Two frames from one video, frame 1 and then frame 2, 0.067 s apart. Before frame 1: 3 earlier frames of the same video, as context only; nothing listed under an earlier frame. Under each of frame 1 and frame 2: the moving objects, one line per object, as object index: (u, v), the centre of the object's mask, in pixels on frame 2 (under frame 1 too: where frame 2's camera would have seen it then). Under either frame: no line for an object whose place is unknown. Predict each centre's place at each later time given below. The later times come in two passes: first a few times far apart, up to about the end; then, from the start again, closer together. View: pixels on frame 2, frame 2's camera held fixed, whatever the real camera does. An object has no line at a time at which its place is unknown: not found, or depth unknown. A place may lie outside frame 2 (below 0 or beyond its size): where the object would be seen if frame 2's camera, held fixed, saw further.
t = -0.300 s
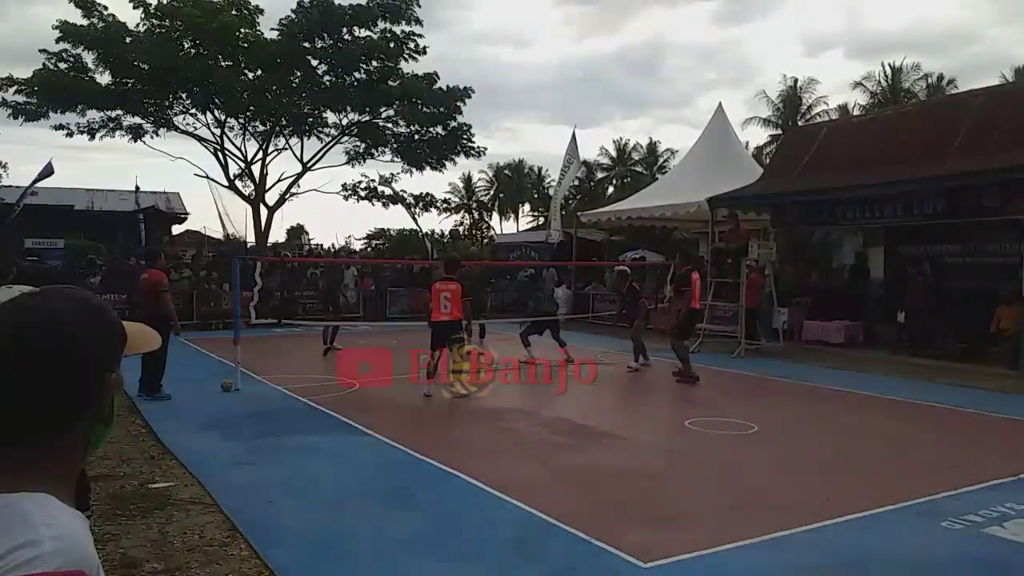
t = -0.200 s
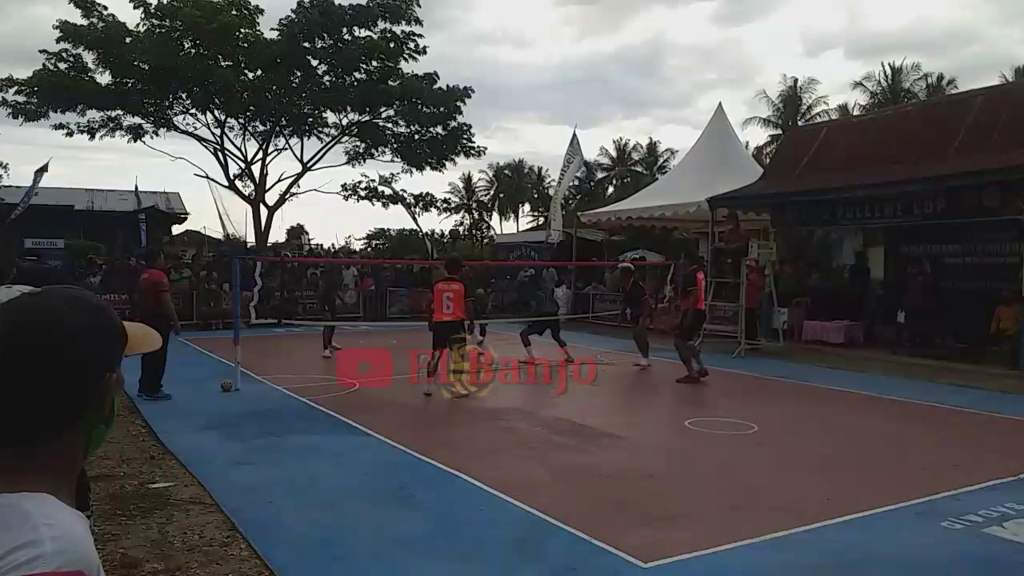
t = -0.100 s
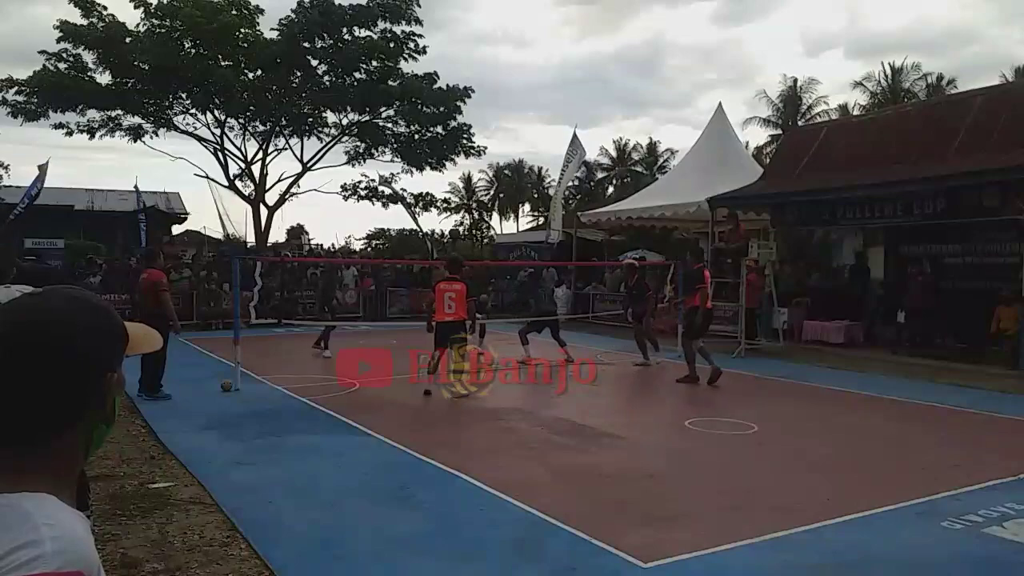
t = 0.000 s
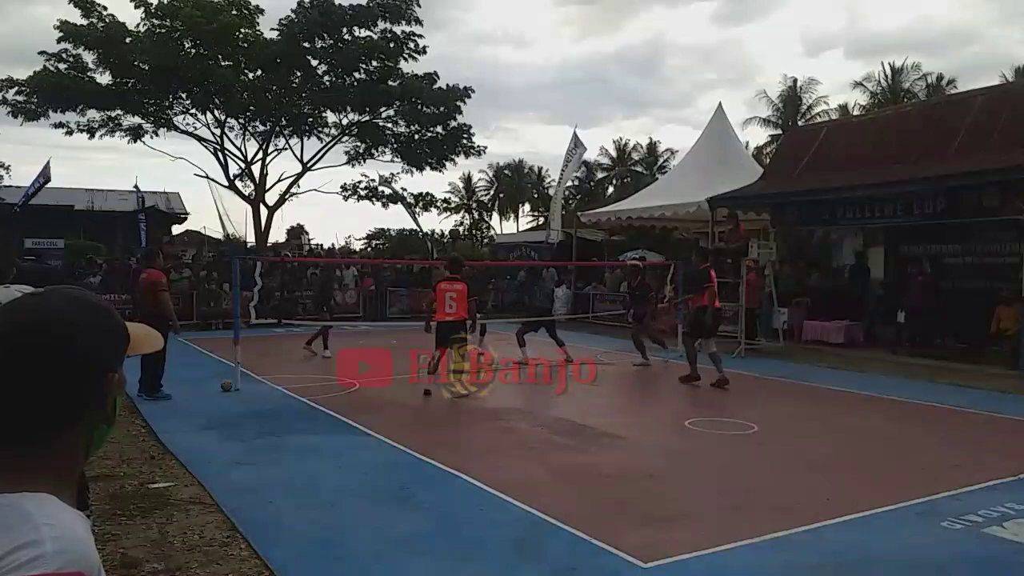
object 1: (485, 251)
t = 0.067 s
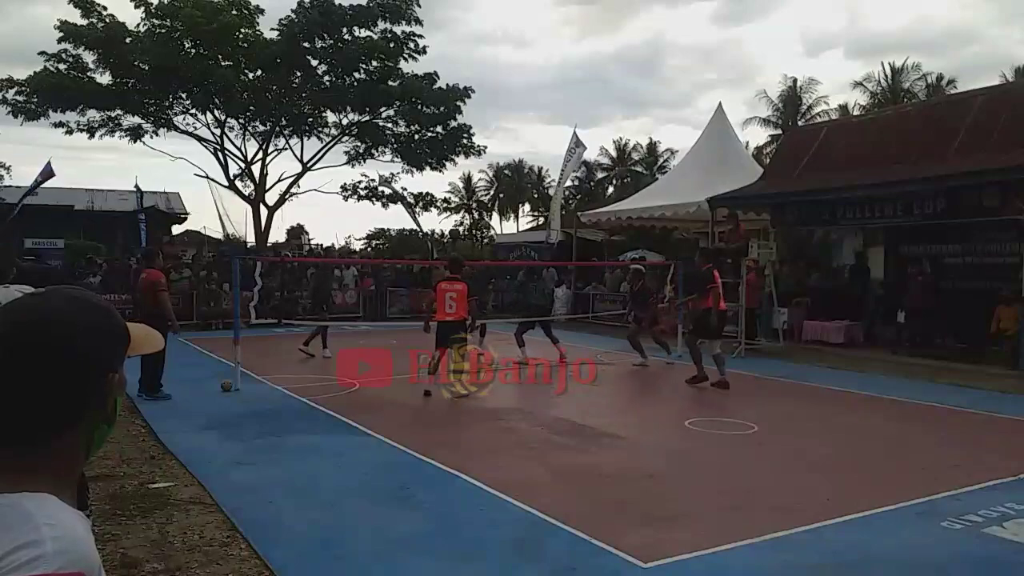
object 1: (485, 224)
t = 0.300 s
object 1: (485, 146)
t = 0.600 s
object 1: (484, 90)
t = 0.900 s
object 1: (485, 98)
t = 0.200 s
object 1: (483, 175)
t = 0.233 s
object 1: (485, 165)
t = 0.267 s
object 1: (485, 155)
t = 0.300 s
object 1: (485, 146)
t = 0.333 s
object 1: (485, 137)
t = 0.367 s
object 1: (485, 129)
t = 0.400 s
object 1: (485, 122)
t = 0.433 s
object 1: (485, 115)
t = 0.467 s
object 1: (486, 110)
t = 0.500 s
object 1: (485, 103)
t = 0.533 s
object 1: (484, 98)
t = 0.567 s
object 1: (484, 94)
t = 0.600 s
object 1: (484, 90)
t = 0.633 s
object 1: (484, 90)
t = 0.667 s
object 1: (484, 89)
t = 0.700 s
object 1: (485, 88)
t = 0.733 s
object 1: (485, 88)
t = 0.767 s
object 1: (485, 89)
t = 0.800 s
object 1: (485, 90)
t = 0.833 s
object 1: (485, 92)
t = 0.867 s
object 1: (485, 95)
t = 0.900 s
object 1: (485, 98)
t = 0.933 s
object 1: (486, 103)
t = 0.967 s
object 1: (487, 109)
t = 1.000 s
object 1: (487, 115)
